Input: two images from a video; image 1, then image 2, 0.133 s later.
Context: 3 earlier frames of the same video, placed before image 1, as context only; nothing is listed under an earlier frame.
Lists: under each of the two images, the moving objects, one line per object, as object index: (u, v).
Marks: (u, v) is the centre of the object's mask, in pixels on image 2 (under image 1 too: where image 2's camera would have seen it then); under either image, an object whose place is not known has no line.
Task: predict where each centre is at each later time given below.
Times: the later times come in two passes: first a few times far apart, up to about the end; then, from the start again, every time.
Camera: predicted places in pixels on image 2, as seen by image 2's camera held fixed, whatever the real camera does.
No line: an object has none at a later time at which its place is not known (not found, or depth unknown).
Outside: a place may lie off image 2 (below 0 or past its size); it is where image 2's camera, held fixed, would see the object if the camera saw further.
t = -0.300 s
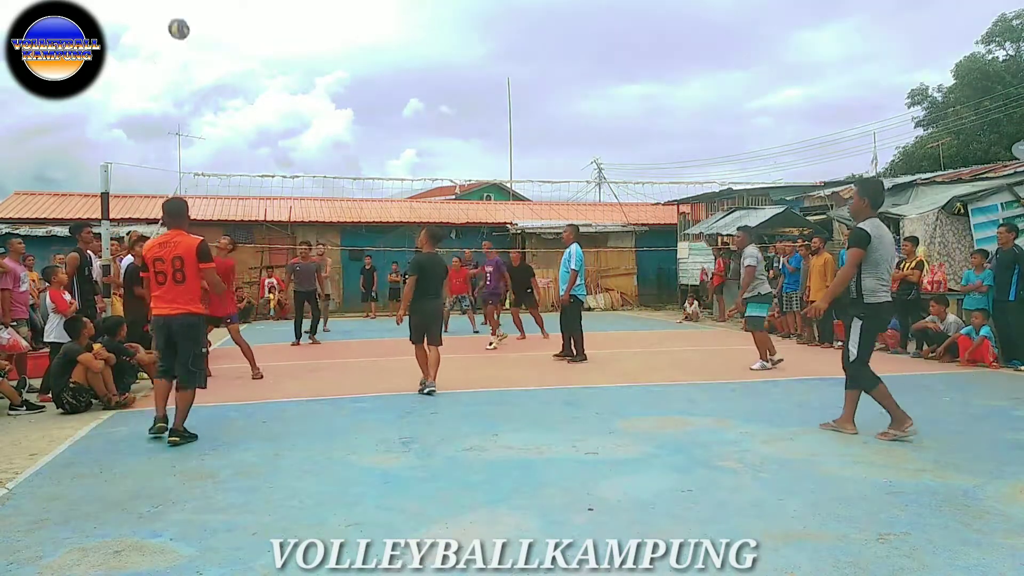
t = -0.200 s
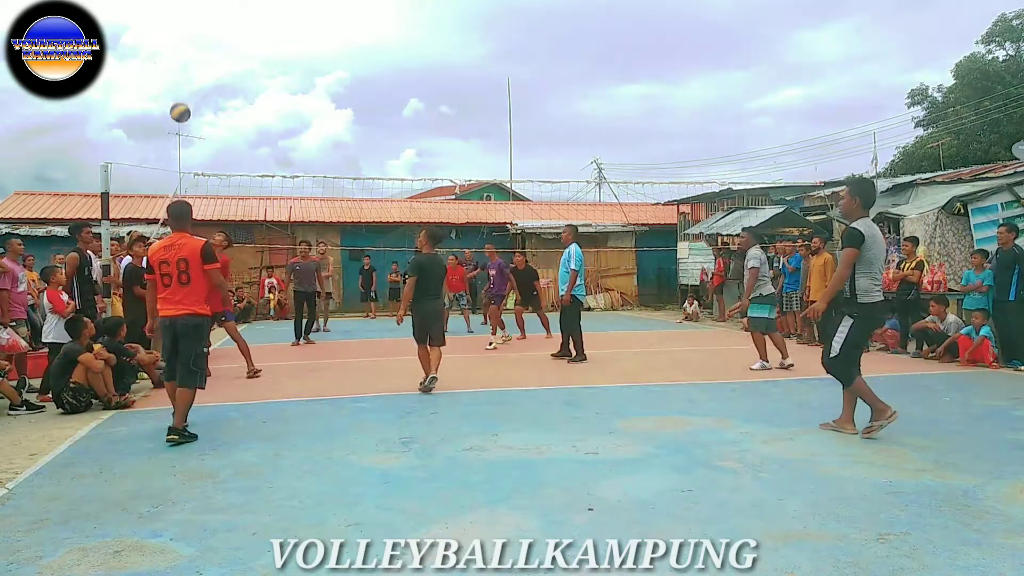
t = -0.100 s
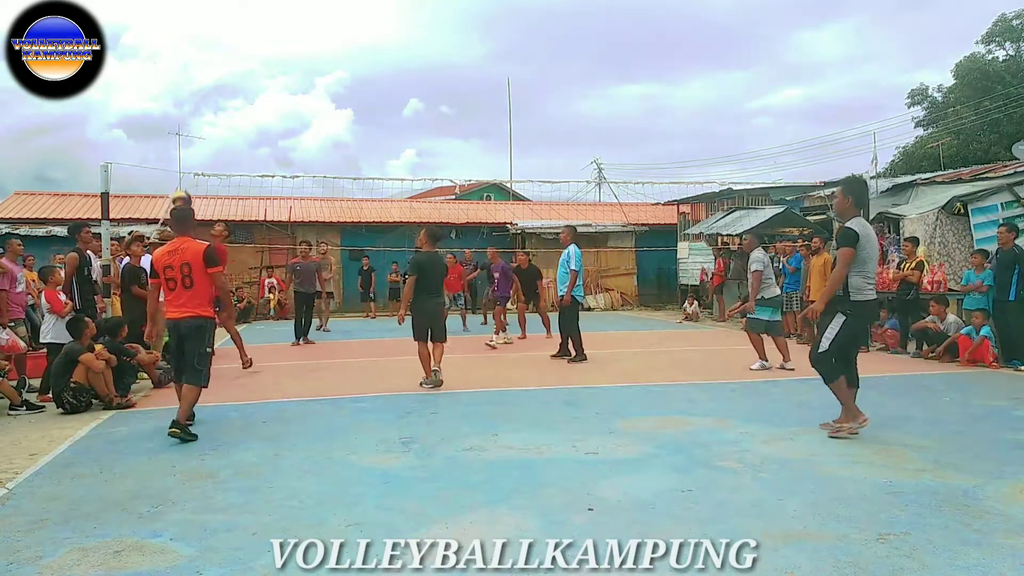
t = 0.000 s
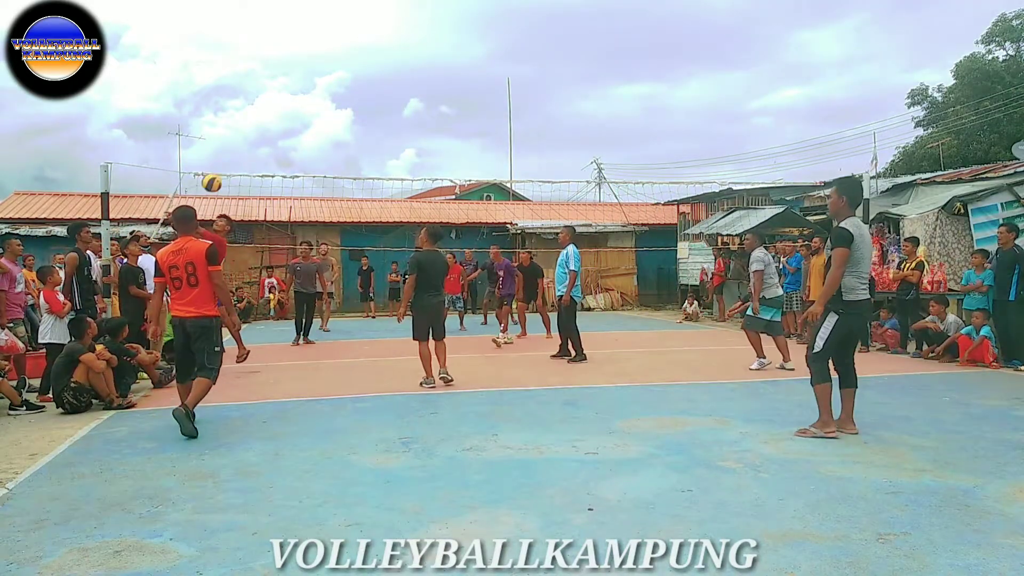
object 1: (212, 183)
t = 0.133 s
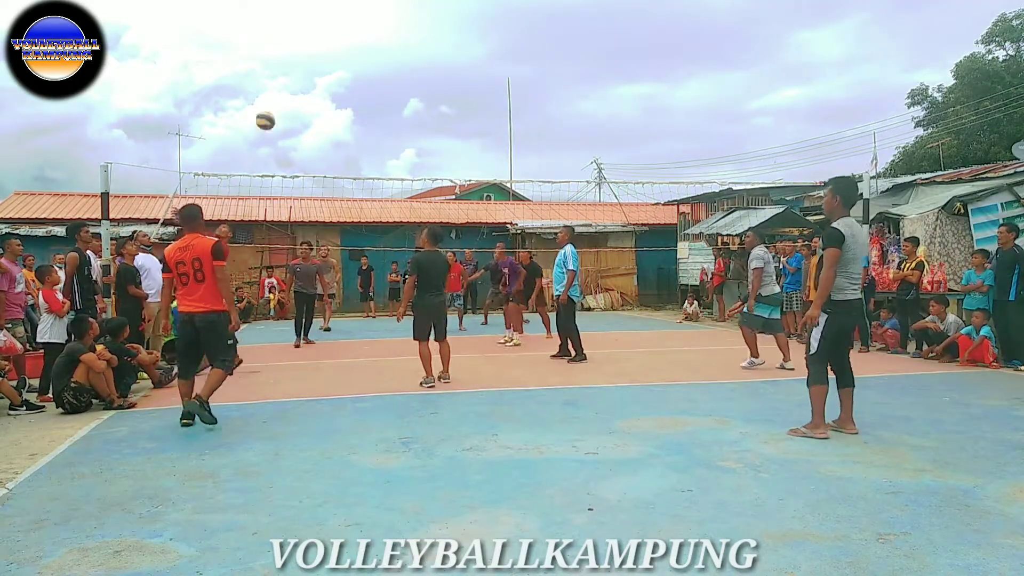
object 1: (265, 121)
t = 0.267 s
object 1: (319, 74)
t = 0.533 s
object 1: (426, 32)
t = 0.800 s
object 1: (531, 53)
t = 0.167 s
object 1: (279, 108)
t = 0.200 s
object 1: (292, 95)
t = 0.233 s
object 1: (306, 85)
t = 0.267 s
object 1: (319, 74)
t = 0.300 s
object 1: (333, 66)
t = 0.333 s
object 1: (346, 58)
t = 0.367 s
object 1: (359, 51)
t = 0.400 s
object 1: (373, 45)
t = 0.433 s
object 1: (386, 40)
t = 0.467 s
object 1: (400, 36)
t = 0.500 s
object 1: (414, 33)
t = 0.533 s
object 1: (426, 32)
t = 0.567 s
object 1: (439, 31)
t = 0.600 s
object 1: (453, 31)
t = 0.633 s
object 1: (466, 32)
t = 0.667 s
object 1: (479, 34)
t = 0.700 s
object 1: (493, 38)
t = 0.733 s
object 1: (505, 42)
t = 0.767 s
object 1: (518, 47)
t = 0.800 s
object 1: (531, 53)
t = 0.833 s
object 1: (544, 60)
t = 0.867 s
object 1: (557, 69)
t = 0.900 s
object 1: (569, 78)
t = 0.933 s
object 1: (582, 88)
